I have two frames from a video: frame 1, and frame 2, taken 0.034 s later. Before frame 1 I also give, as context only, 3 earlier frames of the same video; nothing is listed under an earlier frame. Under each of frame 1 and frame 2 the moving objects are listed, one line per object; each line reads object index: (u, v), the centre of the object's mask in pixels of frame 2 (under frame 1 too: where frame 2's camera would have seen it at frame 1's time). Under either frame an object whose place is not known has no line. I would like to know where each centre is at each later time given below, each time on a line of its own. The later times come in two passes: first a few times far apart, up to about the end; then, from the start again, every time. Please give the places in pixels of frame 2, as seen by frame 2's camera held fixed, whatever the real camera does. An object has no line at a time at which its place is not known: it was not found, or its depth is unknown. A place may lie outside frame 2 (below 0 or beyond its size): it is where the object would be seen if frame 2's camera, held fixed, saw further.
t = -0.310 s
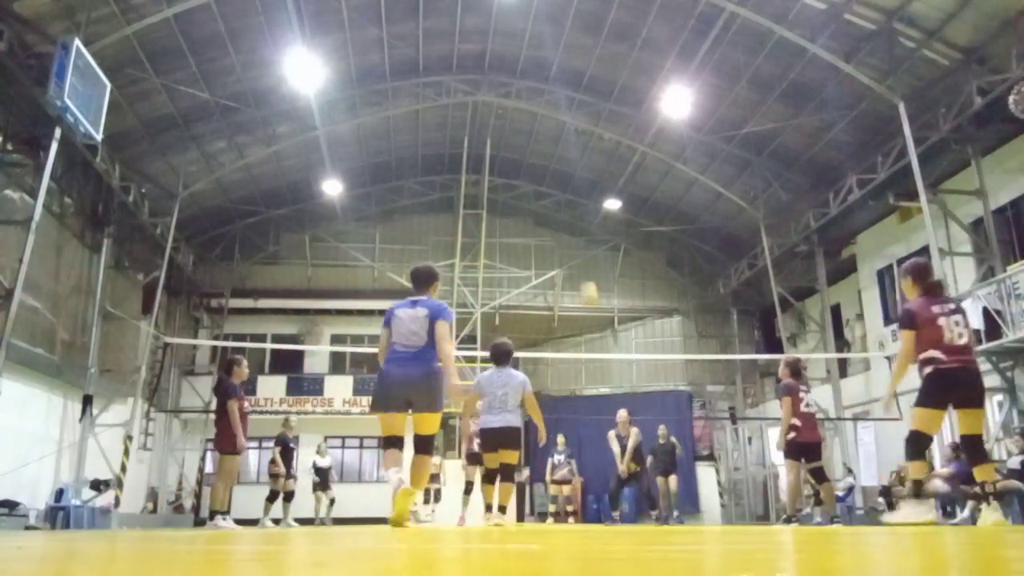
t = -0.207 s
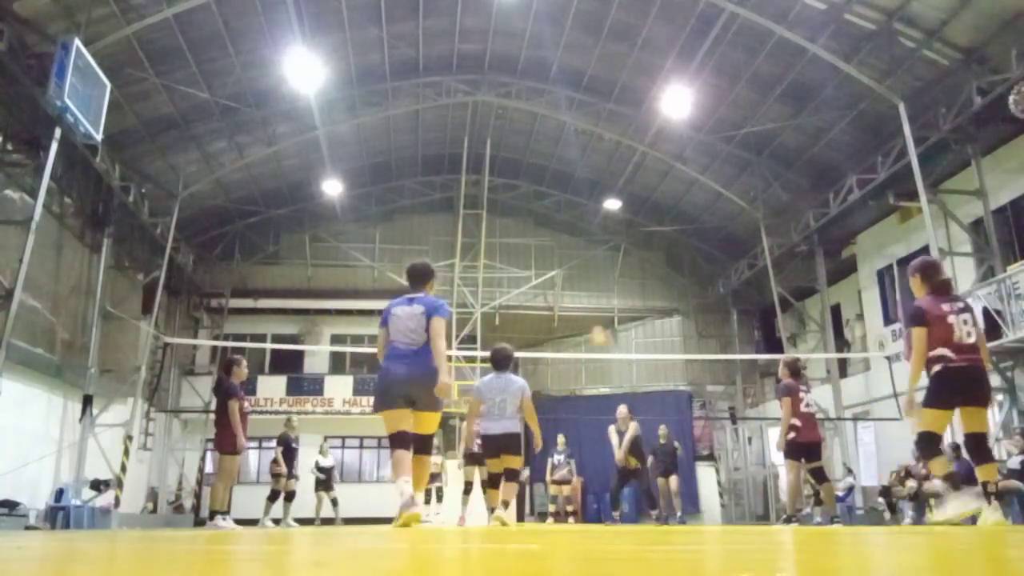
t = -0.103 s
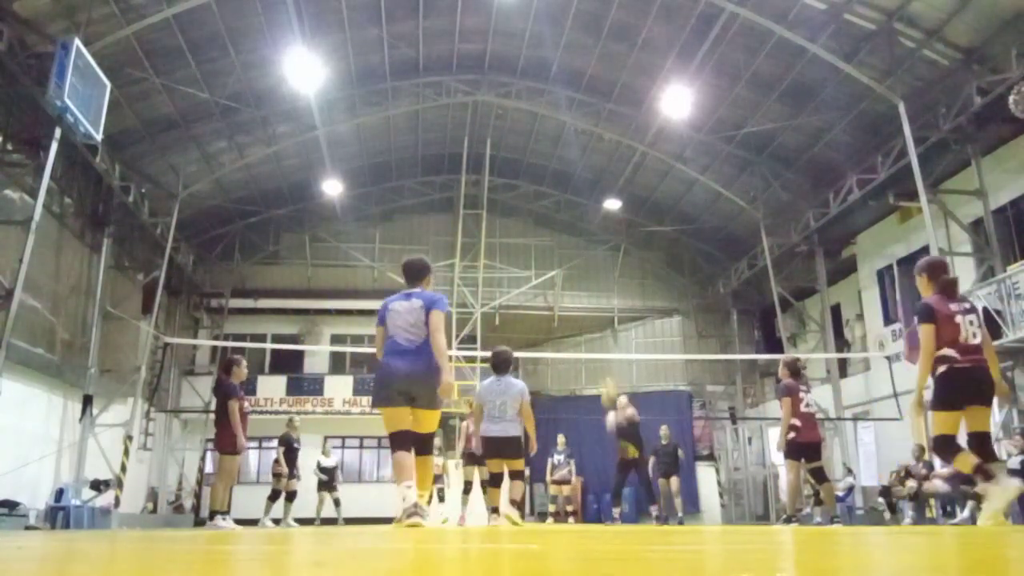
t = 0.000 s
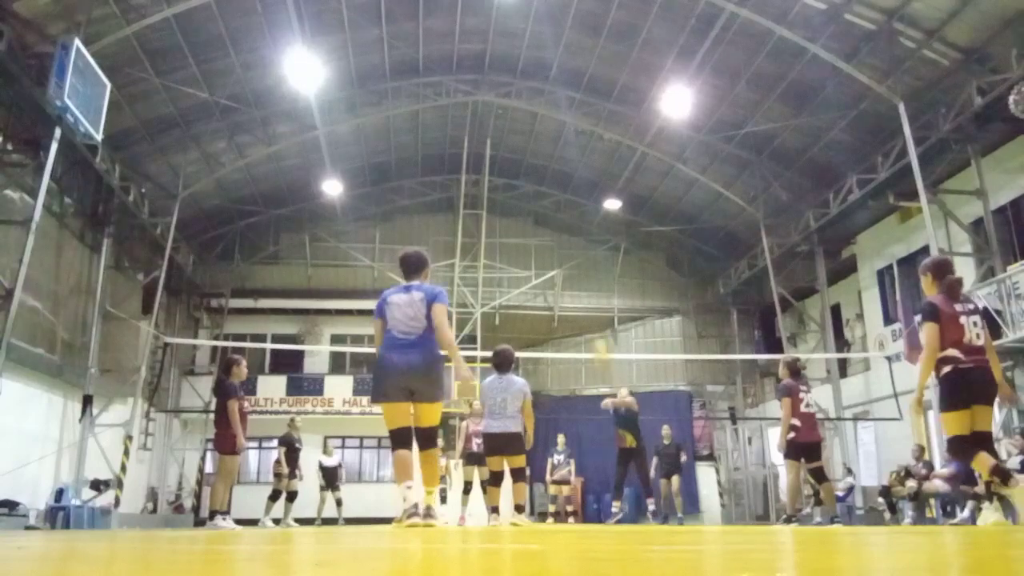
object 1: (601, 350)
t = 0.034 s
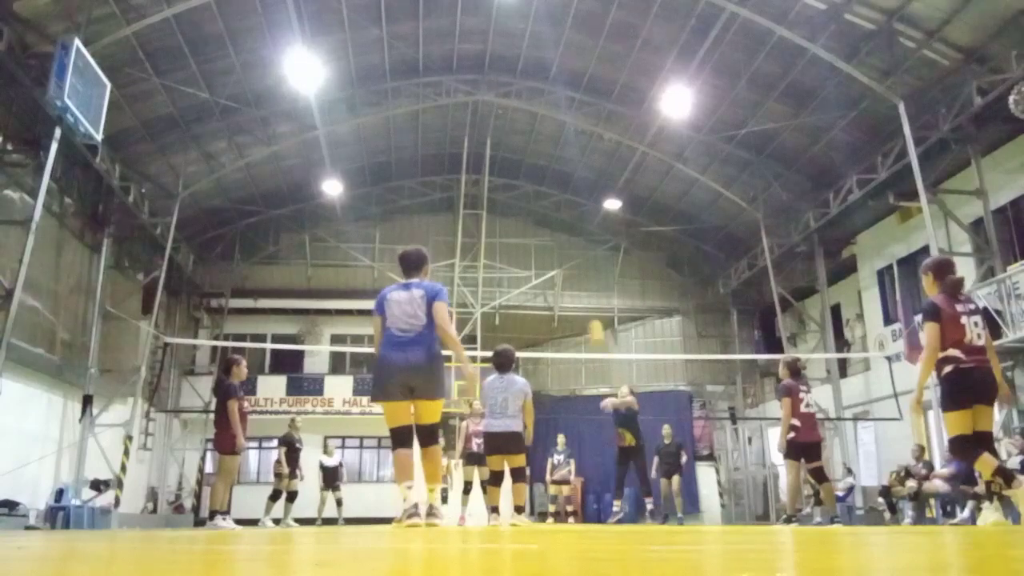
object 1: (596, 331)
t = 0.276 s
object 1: (573, 230)
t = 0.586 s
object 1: (548, 160)
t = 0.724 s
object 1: (538, 151)
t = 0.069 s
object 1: (593, 318)
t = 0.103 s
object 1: (588, 297)
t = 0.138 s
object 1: (586, 281)
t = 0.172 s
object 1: (582, 268)
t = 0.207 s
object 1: (579, 255)
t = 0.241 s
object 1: (576, 242)
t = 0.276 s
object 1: (573, 230)
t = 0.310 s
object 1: (570, 219)
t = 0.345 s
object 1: (567, 208)
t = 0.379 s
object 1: (564, 199)
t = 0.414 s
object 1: (561, 190)
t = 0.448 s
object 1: (558, 182)
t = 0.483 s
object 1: (556, 176)
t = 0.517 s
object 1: (553, 170)
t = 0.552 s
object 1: (550, 165)
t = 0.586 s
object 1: (548, 160)
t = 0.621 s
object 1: (546, 157)
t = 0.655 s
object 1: (543, 154)
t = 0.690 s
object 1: (540, 152)
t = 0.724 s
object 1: (538, 151)
